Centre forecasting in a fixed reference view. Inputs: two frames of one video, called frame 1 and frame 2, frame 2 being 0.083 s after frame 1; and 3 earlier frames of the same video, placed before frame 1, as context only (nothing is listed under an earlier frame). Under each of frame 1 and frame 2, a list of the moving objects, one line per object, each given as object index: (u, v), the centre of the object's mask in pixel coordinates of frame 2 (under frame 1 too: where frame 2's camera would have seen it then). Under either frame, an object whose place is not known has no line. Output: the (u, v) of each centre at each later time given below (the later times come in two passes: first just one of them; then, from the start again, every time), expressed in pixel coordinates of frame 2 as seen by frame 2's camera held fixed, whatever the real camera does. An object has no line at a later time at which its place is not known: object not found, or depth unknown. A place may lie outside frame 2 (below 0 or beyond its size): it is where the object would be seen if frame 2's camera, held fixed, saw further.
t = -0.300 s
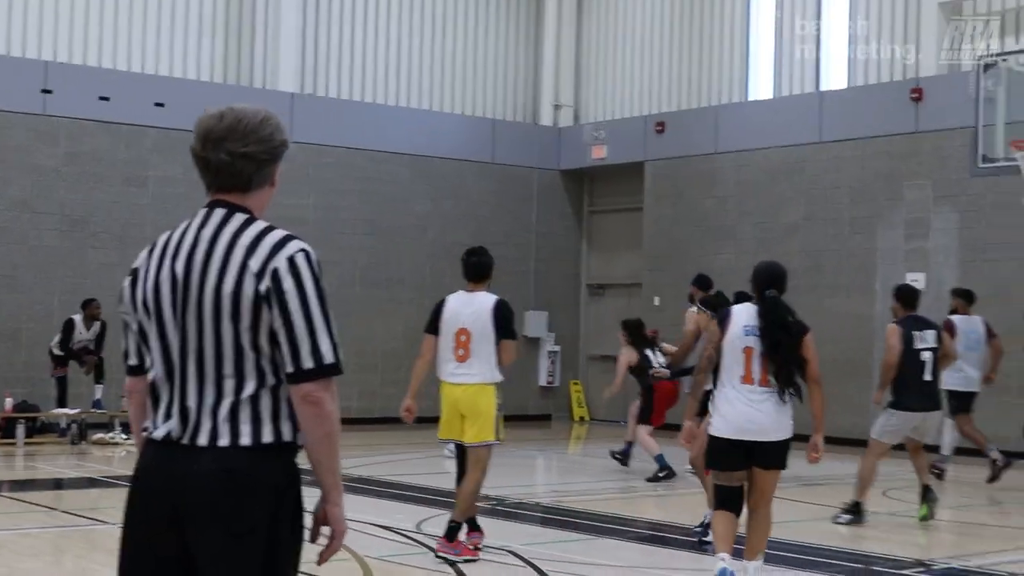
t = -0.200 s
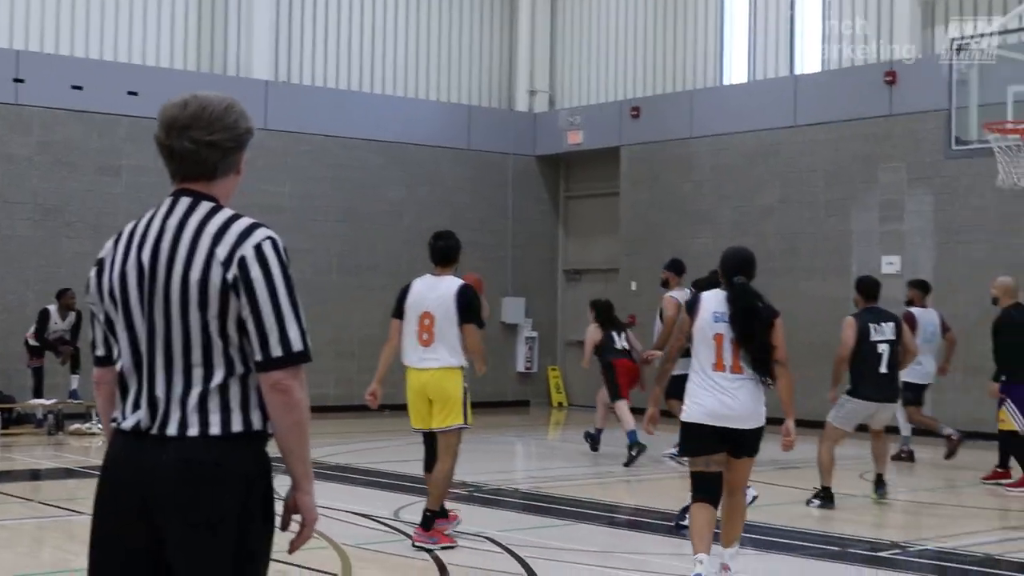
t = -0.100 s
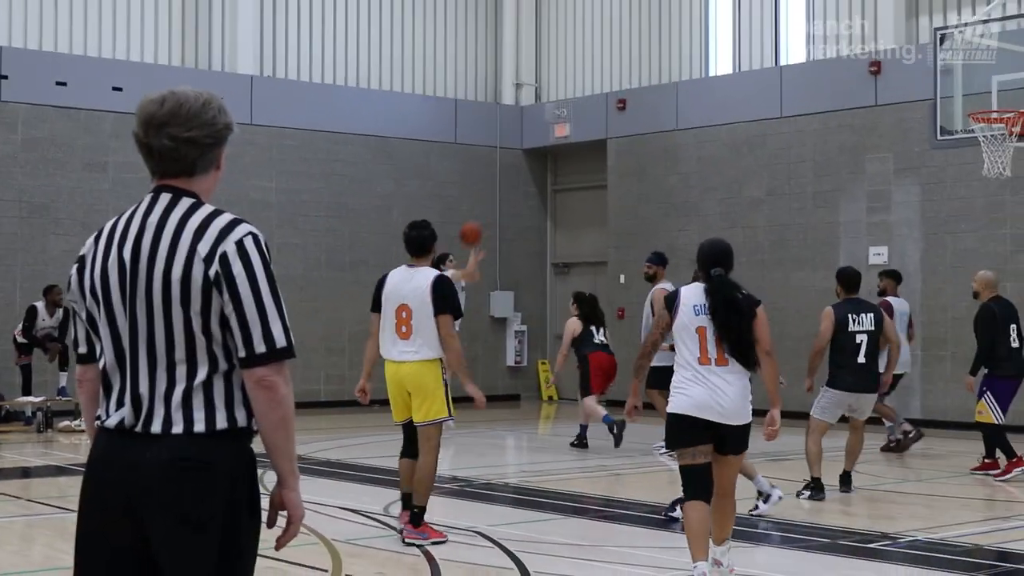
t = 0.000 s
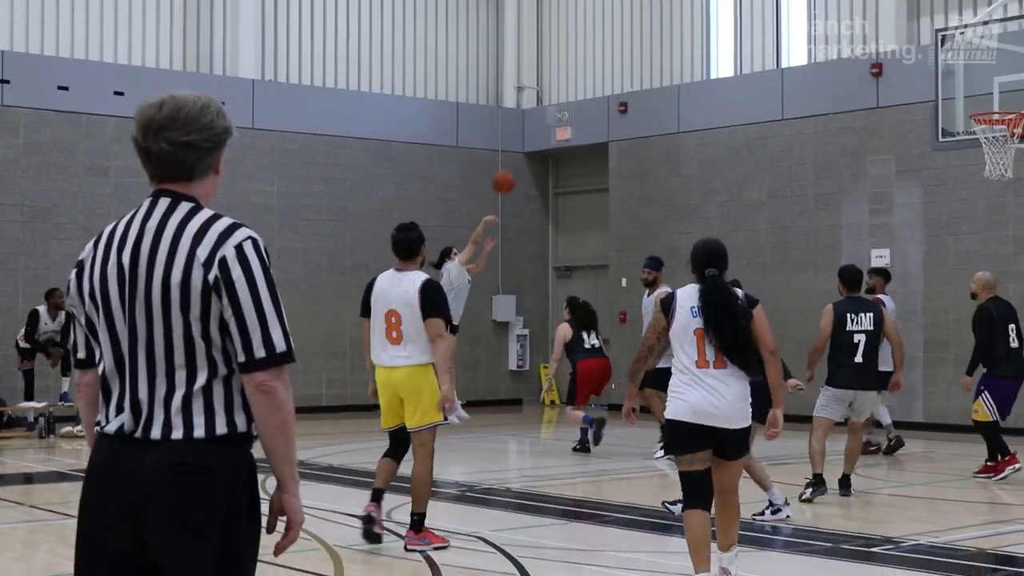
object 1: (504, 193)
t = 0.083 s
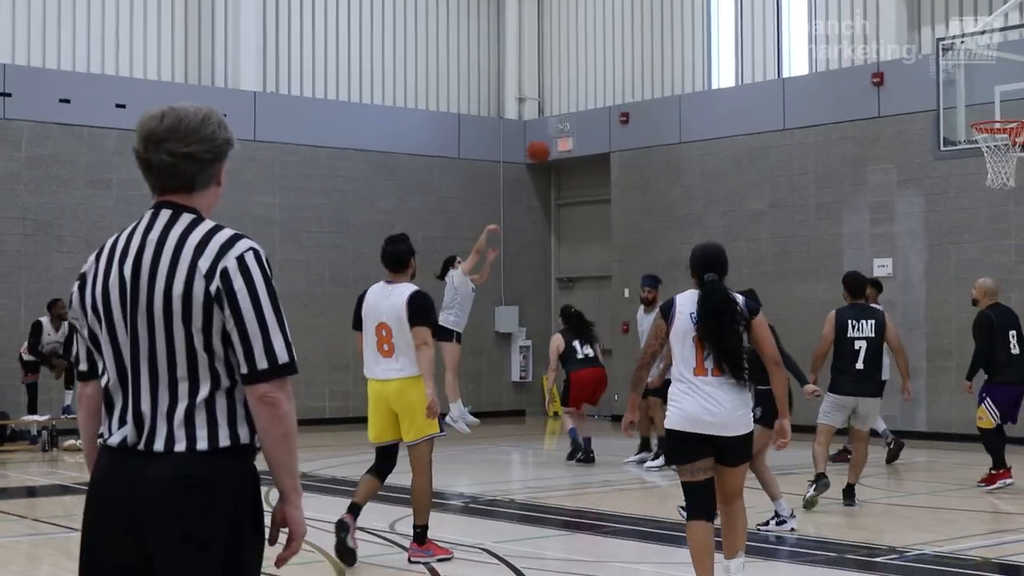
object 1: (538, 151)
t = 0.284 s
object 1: (620, 72)
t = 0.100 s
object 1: (545, 143)
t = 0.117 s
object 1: (551, 135)
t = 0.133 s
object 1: (558, 128)
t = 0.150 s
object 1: (565, 122)
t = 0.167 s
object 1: (571, 115)
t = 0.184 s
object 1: (578, 108)
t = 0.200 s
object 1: (585, 102)
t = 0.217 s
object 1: (591, 96)
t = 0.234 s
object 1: (598, 90)
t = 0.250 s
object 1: (606, 83)
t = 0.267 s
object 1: (613, 78)
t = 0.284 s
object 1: (620, 72)
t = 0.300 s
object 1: (629, 67)
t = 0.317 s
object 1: (636, 61)
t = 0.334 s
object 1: (643, 57)
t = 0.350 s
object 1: (650, 52)
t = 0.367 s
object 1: (658, 48)
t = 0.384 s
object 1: (665, 44)
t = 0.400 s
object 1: (671, 42)
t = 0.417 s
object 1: (678, 41)
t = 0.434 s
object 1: (684, 39)
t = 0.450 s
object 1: (692, 37)
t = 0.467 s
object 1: (696, 35)
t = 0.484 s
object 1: (701, 34)
